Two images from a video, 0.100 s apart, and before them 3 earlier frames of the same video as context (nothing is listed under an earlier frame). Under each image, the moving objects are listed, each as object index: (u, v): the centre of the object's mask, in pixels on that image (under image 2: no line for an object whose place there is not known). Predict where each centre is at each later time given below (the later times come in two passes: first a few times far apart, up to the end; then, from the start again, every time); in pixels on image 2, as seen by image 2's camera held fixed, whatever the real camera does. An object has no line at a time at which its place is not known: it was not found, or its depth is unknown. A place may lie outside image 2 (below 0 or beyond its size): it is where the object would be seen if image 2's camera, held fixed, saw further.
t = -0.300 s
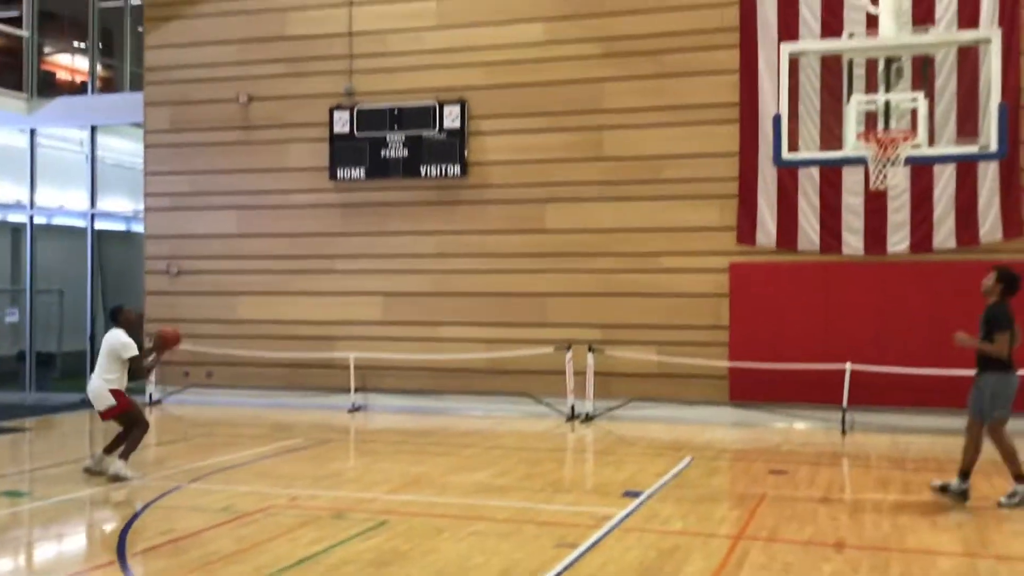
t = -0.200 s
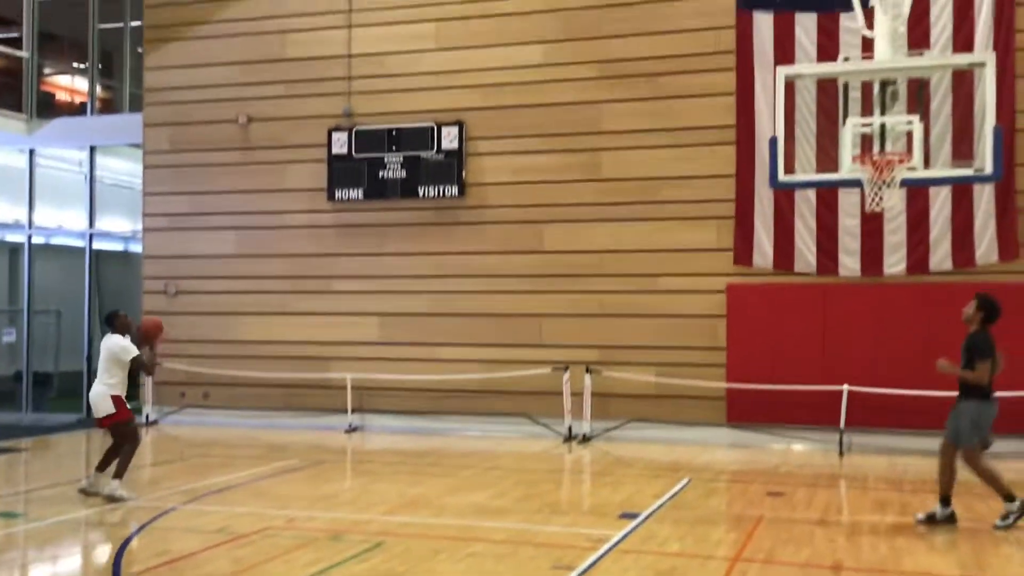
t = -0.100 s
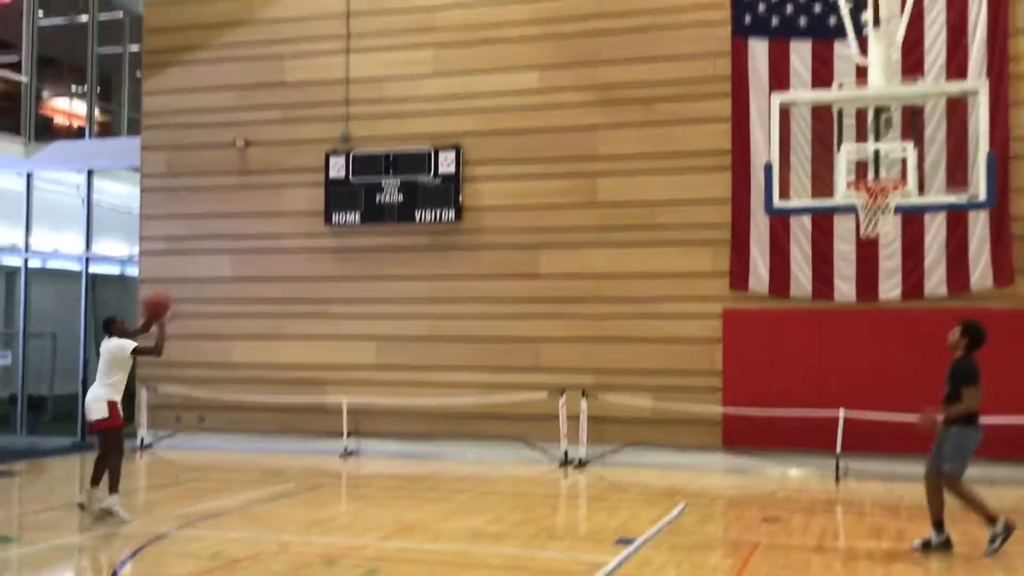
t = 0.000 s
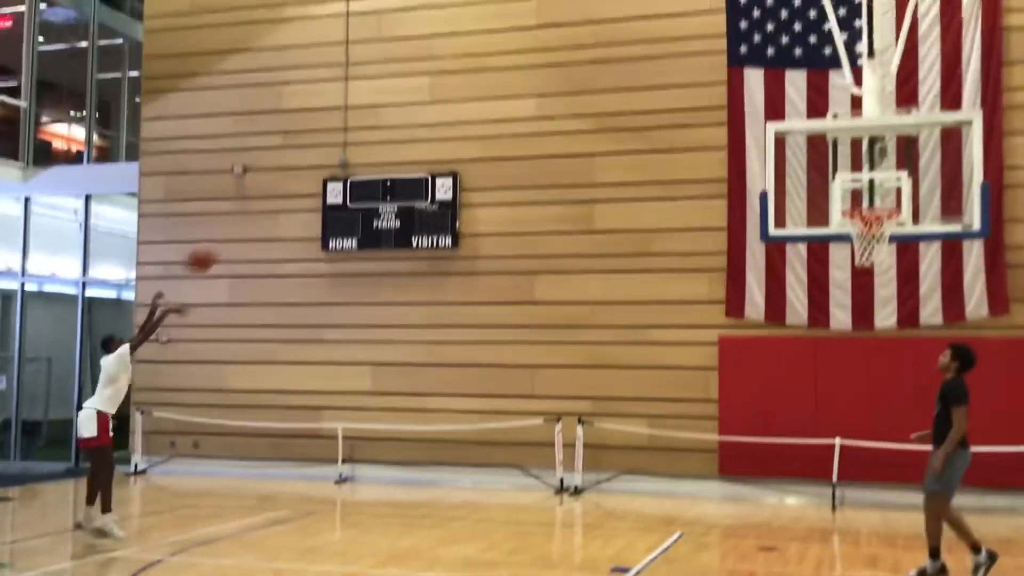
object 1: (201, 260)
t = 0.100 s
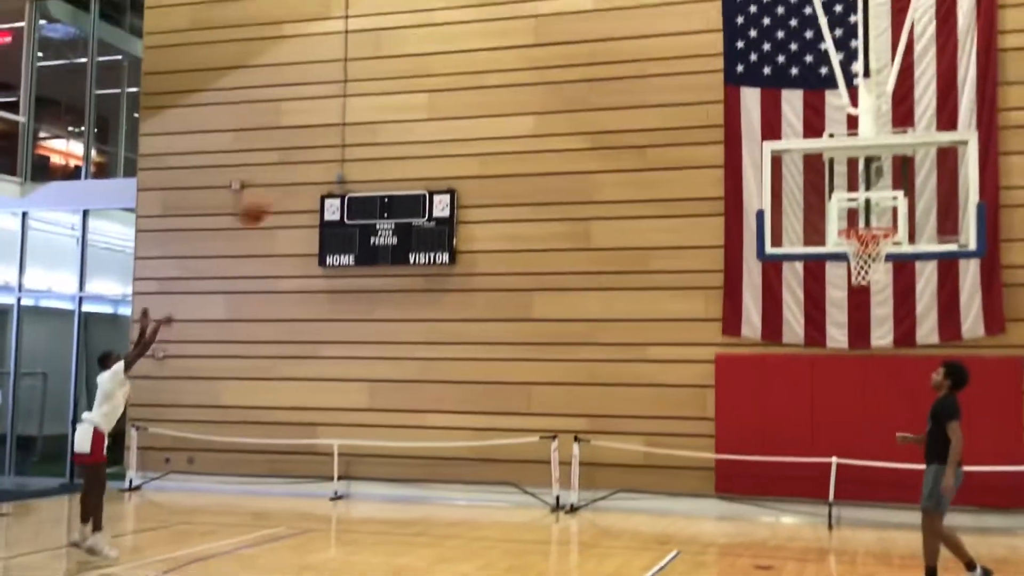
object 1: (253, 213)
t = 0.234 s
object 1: (323, 147)
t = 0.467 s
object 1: (446, 72)
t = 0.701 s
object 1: (568, 51)
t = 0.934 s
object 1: (690, 88)
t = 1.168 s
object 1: (819, 180)
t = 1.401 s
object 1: (898, 254)
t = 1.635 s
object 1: (887, 272)
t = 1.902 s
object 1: (866, 373)
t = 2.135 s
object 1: (855, 546)
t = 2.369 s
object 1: (831, 498)
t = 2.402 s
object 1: (827, 480)
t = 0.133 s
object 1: (271, 196)
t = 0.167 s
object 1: (288, 177)
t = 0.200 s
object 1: (305, 162)
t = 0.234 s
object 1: (323, 147)
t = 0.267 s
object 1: (341, 132)
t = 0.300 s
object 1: (359, 120)
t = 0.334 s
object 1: (376, 109)
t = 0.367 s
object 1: (394, 97)
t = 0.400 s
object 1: (411, 88)
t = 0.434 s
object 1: (429, 79)
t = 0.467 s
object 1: (446, 72)
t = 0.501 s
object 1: (464, 65)
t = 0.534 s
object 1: (481, 61)
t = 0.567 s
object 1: (499, 57)
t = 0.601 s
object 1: (516, 54)
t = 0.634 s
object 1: (533, 52)
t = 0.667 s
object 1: (551, 51)
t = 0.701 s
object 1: (568, 51)
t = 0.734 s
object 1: (586, 53)
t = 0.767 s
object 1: (603, 56)
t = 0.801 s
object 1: (620, 60)
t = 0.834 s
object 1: (638, 66)
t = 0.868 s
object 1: (656, 72)
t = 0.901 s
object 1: (674, 80)
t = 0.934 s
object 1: (690, 88)
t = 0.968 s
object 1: (708, 99)
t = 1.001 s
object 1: (726, 108)
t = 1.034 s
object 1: (744, 120)
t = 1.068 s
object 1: (762, 134)
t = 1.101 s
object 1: (782, 150)
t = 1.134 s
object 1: (802, 165)
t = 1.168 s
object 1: (819, 180)
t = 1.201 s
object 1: (840, 201)
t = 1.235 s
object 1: (856, 218)
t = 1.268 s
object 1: (870, 237)
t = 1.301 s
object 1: (890, 251)
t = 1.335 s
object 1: (900, 256)
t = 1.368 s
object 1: (899, 254)
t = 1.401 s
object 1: (898, 254)
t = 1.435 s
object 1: (899, 255)
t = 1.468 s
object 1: (897, 255)
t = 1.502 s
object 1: (895, 256)
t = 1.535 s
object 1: (892, 258)
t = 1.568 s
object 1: (890, 261)
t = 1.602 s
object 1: (889, 266)
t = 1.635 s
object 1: (887, 272)
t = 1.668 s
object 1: (883, 281)
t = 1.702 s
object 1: (882, 289)
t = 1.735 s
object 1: (879, 300)
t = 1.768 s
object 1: (877, 313)
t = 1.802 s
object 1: (876, 326)
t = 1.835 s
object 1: (872, 339)
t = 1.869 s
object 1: (869, 355)
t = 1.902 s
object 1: (866, 373)
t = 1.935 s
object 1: (867, 394)
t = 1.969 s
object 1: (865, 413)
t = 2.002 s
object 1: (863, 436)
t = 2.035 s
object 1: (860, 458)
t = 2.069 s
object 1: (859, 484)
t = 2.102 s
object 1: (858, 516)
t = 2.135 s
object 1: (855, 546)
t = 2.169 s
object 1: (854, 578)
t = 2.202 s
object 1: (853, 602)
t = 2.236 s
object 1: (848, 578)
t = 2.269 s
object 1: (844, 557)
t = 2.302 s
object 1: (840, 536)
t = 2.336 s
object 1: (835, 519)
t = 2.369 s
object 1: (831, 498)
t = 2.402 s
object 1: (827, 480)
